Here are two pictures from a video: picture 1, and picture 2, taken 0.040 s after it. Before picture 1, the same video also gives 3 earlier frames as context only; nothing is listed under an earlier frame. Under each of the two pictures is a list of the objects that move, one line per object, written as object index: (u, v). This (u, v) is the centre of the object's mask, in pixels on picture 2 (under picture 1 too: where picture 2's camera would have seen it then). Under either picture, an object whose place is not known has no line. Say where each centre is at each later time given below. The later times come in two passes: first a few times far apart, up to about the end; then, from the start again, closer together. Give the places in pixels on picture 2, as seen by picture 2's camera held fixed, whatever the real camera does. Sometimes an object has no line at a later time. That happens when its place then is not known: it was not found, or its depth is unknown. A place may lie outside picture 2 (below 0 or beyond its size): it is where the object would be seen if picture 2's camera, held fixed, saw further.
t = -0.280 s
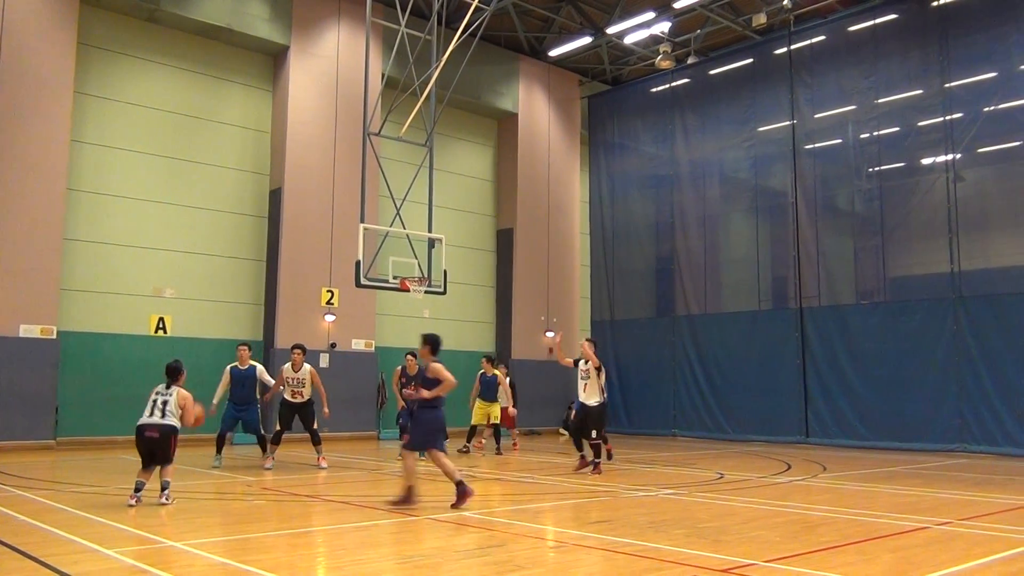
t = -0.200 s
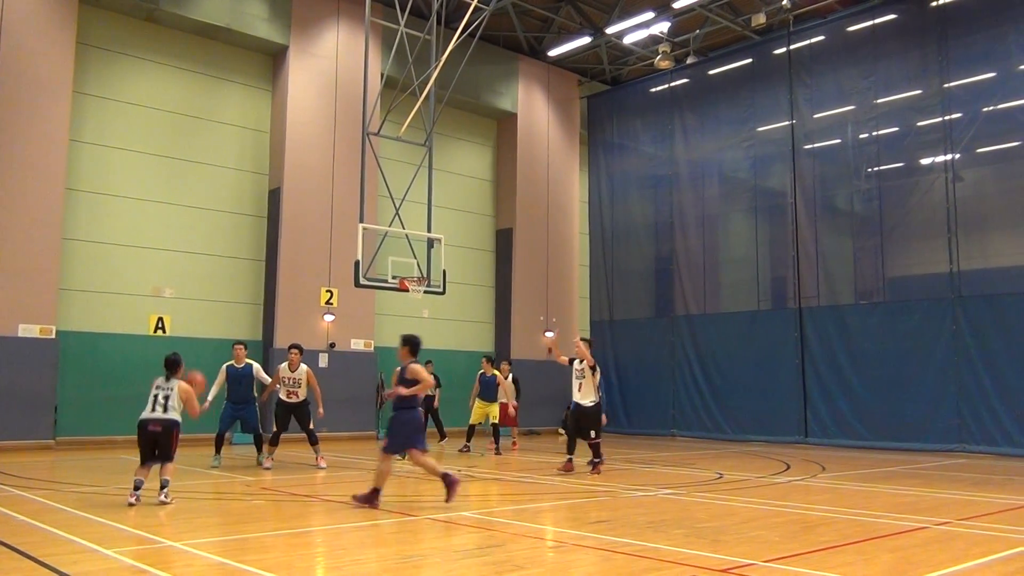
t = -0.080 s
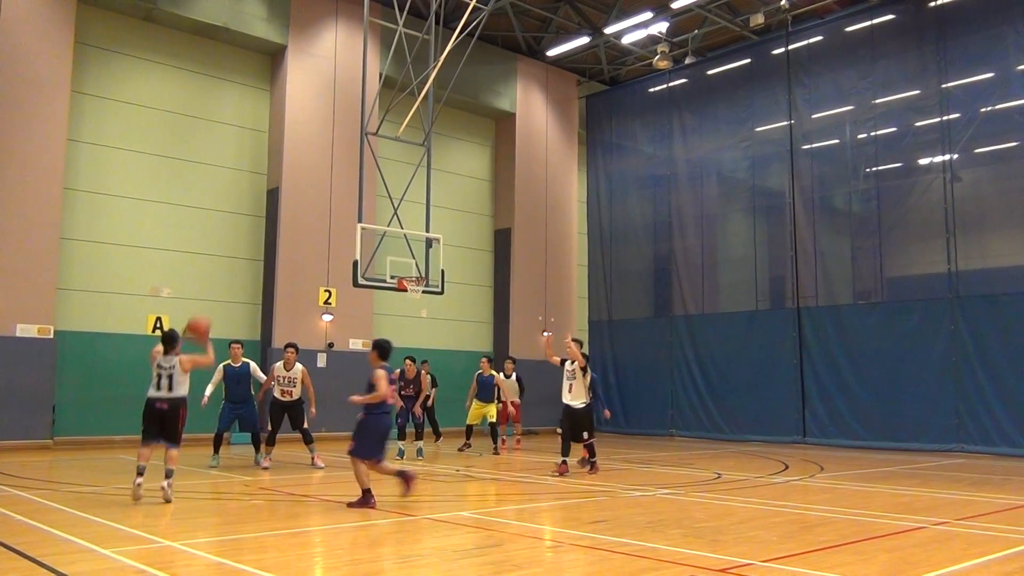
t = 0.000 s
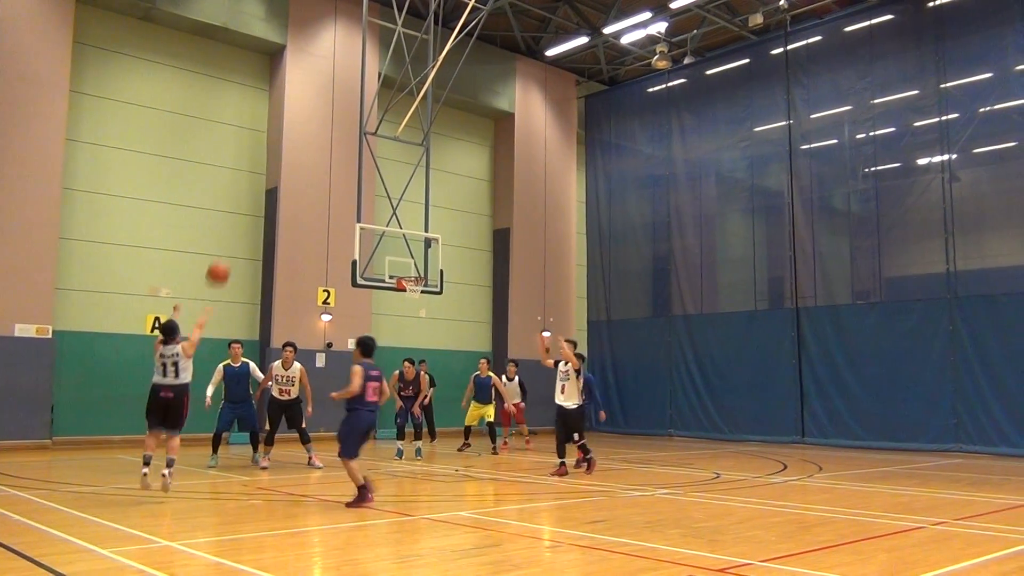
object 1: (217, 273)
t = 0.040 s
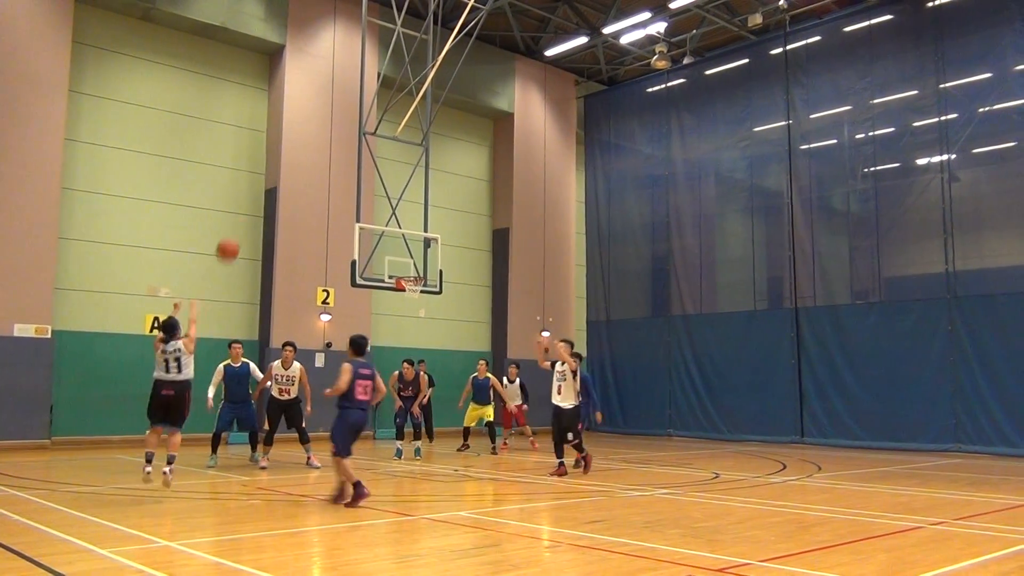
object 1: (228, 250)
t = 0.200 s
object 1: (266, 177)
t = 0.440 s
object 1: (310, 121)
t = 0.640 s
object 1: (340, 111)
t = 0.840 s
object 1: (365, 126)
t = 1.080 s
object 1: (389, 172)
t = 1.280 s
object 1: (406, 230)
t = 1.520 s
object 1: (407, 299)
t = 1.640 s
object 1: (393, 328)
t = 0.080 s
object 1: (238, 228)
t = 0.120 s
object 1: (247, 209)
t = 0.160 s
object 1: (257, 192)
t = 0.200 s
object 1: (266, 177)
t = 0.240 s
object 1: (274, 163)
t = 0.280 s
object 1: (281, 152)
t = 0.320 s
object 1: (289, 142)
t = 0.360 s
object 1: (296, 133)
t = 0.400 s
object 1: (303, 126)
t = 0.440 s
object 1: (310, 121)
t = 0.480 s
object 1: (317, 117)
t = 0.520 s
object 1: (323, 113)
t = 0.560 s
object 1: (329, 111)
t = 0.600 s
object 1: (335, 110)
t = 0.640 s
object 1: (340, 111)
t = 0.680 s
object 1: (346, 112)
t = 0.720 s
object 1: (351, 114)
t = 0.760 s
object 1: (356, 117)
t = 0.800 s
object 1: (360, 121)
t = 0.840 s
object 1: (365, 126)
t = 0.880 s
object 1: (370, 131)
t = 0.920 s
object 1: (373, 138)
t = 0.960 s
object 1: (377, 145)
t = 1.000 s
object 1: (382, 154)
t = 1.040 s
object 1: (386, 162)
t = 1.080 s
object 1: (389, 172)
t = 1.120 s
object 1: (393, 182)
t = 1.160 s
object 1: (396, 193)
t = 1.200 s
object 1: (400, 204)
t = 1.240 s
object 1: (403, 216)
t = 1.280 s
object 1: (406, 230)
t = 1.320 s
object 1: (409, 243)
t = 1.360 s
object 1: (412, 257)
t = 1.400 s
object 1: (415, 271)
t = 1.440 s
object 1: (415, 284)
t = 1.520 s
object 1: (407, 299)
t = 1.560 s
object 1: (402, 308)
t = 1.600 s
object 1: (398, 318)
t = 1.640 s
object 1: (393, 328)
